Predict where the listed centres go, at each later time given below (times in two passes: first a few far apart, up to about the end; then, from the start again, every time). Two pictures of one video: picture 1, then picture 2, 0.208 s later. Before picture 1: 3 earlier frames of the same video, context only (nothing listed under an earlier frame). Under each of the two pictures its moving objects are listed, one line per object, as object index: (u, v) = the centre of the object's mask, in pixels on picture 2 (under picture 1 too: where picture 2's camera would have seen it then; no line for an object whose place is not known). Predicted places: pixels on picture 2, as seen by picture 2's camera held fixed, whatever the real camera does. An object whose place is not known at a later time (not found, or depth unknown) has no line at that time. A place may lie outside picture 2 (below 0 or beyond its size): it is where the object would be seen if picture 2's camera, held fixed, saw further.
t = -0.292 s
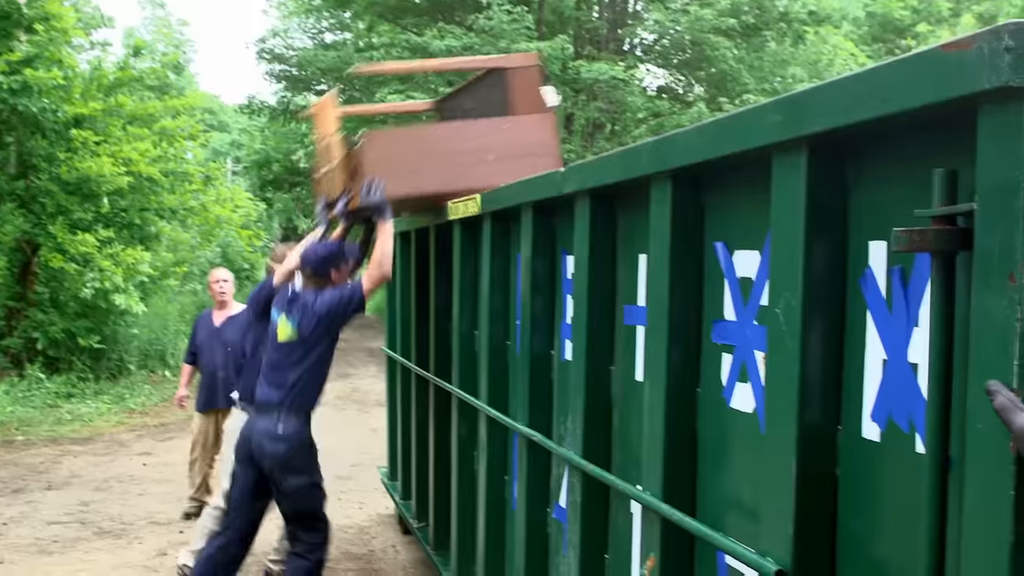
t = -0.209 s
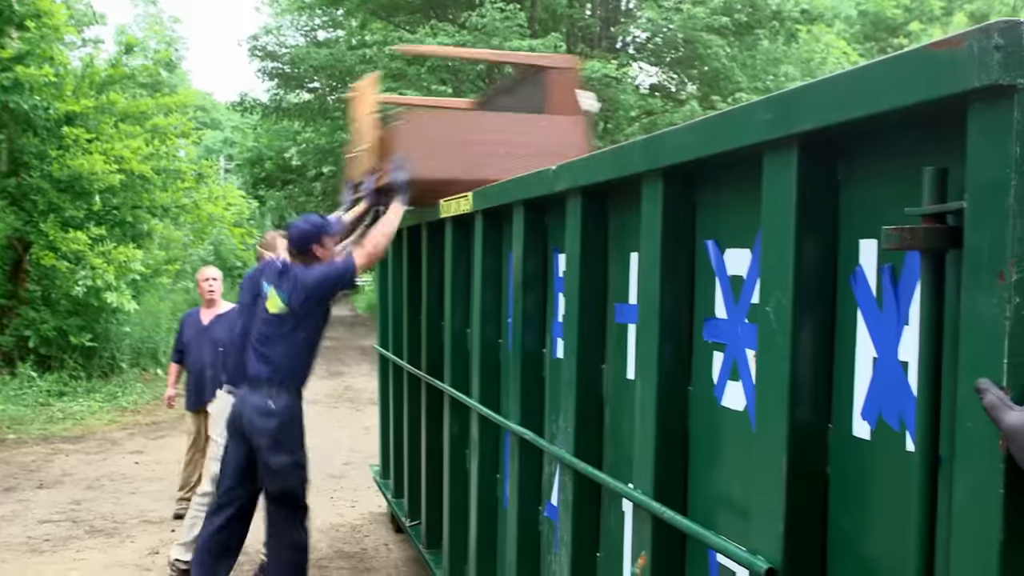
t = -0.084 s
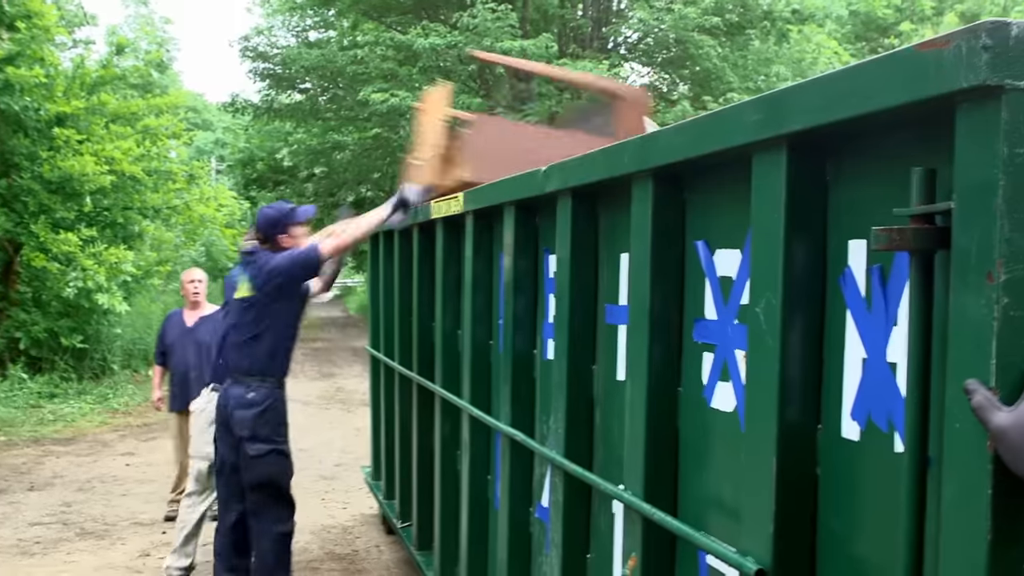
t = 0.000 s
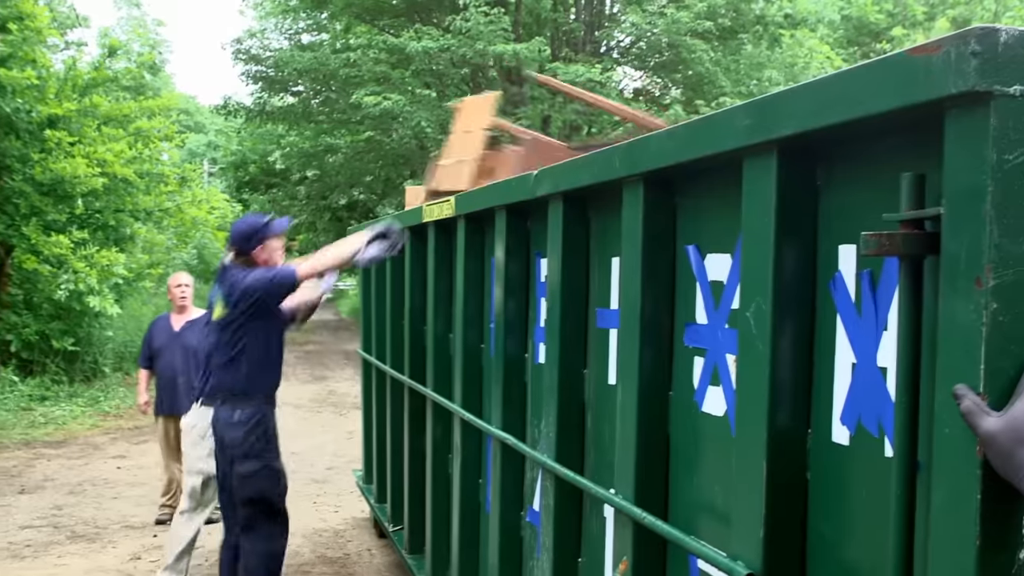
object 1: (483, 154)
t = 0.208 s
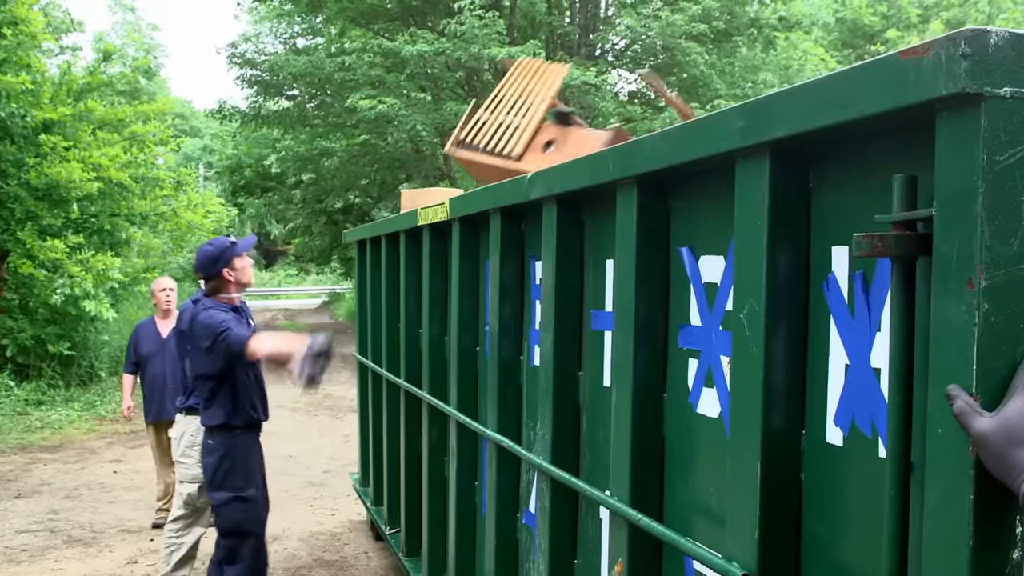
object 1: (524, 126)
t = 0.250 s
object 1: (531, 123)
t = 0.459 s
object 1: (542, 124)
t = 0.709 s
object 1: (524, 143)
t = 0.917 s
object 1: (515, 151)
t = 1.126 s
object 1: (513, 151)
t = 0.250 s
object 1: (531, 123)
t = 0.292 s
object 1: (535, 121)
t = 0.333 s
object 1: (538, 121)
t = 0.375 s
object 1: (540, 121)
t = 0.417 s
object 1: (542, 123)
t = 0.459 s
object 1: (542, 124)
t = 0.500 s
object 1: (542, 127)
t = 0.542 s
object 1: (539, 129)
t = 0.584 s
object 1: (527, 137)
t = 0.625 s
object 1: (525, 138)
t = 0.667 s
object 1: (524, 141)
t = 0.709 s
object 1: (524, 143)
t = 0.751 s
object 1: (521, 146)
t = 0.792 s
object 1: (519, 148)
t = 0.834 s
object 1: (517, 150)
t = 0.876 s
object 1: (515, 151)
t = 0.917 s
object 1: (515, 151)
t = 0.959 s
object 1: (514, 151)
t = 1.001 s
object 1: (513, 151)
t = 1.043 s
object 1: (513, 151)
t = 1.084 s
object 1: (513, 151)
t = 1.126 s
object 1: (513, 151)
